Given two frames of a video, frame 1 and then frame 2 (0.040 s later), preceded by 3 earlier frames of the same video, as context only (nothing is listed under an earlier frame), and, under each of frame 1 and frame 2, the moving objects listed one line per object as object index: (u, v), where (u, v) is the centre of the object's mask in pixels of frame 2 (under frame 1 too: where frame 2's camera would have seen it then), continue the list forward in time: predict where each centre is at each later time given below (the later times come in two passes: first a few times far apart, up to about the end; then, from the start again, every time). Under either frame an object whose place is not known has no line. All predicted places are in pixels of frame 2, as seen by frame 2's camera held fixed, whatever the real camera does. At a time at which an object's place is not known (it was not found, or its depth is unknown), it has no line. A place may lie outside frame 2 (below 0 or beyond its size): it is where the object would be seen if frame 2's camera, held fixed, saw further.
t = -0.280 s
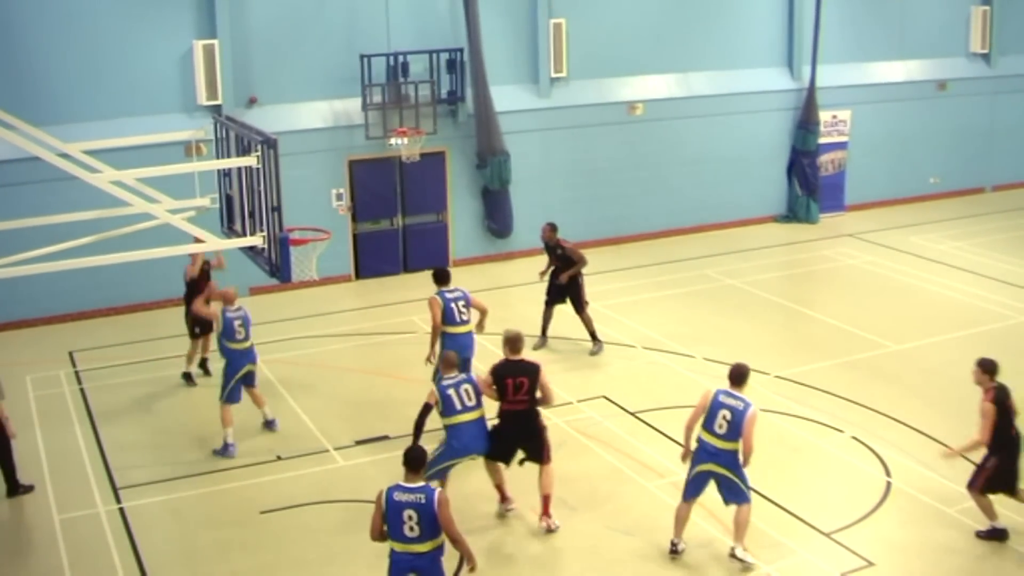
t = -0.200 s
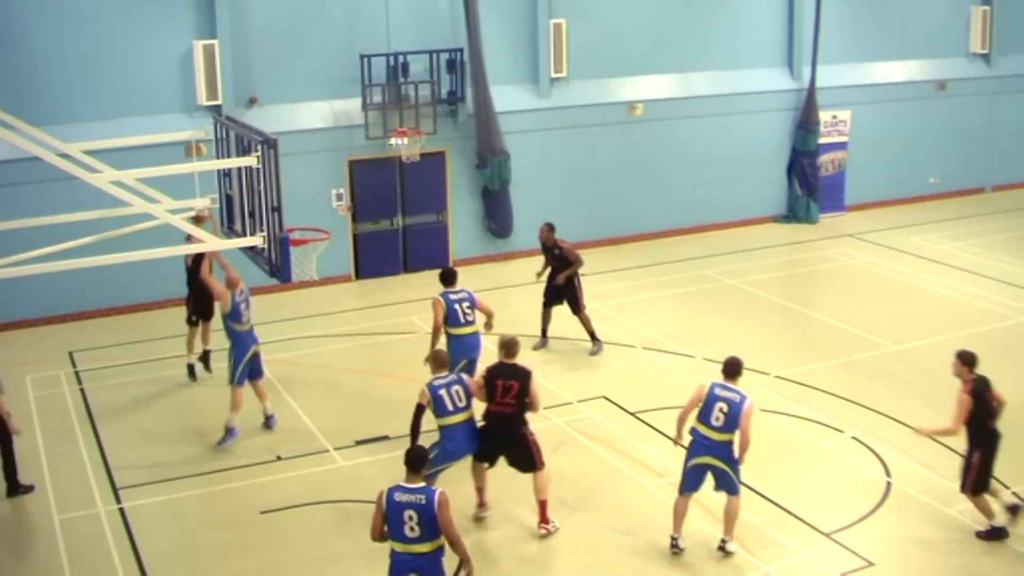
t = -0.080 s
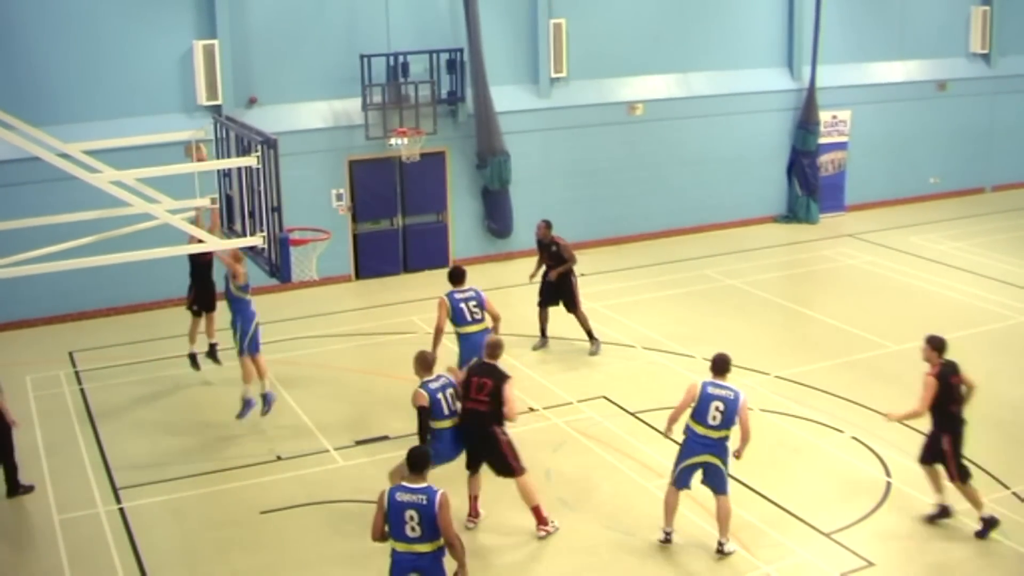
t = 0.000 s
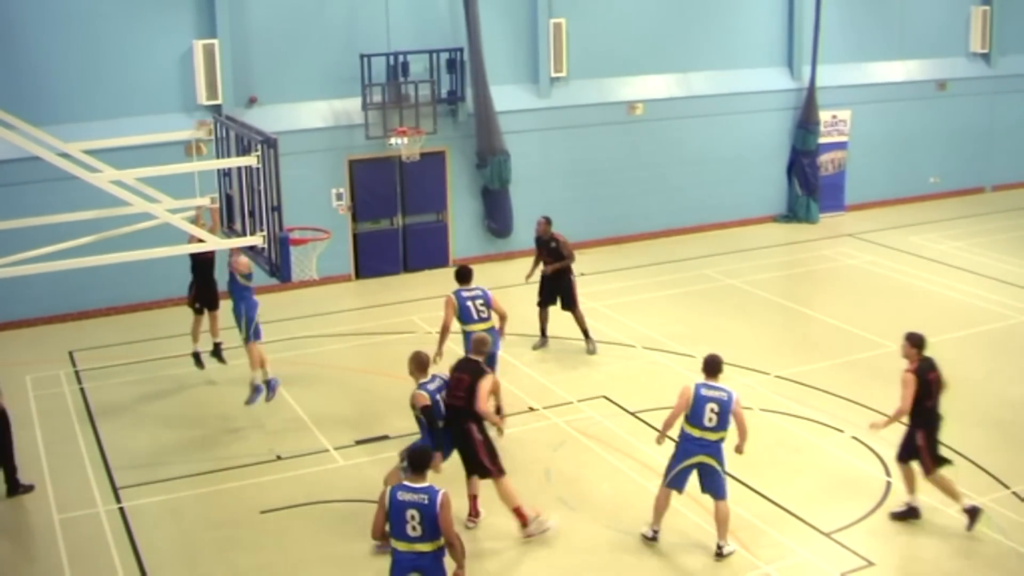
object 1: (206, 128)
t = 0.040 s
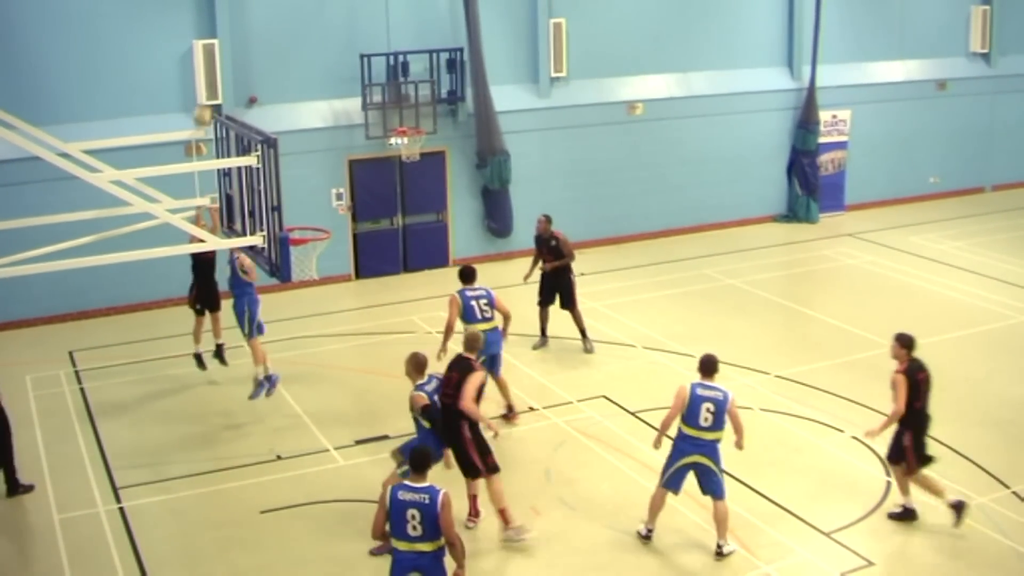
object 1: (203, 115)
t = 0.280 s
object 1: (214, 53)
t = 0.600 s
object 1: (237, 45)
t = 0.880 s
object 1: (269, 125)
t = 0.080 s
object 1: (205, 102)
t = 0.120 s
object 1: (206, 90)
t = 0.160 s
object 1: (208, 79)
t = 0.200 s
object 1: (209, 68)
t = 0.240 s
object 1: (211, 60)
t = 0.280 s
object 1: (214, 53)
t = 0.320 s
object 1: (217, 47)
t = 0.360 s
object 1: (219, 42)
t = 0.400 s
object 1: (224, 38)
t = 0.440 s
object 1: (226, 36)
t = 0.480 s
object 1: (227, 36)
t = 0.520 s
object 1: (230, 38)
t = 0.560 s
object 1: (233, 41)
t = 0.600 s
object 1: (237, 45)
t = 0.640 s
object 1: (240, 52)
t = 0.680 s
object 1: (245, 60)
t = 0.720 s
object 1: (248, 69)
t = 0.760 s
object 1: (253, 81)
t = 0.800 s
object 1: (257, 95)
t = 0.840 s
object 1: (261, 111)
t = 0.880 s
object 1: (269, 125)
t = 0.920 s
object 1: (282, 150)
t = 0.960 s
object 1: (285, 172)
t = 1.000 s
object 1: (289, 197)
